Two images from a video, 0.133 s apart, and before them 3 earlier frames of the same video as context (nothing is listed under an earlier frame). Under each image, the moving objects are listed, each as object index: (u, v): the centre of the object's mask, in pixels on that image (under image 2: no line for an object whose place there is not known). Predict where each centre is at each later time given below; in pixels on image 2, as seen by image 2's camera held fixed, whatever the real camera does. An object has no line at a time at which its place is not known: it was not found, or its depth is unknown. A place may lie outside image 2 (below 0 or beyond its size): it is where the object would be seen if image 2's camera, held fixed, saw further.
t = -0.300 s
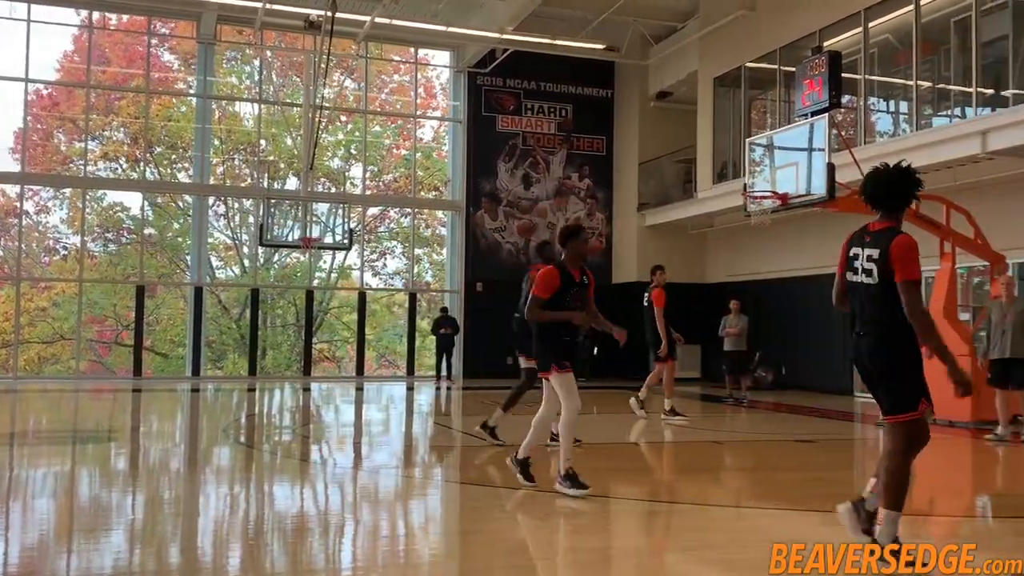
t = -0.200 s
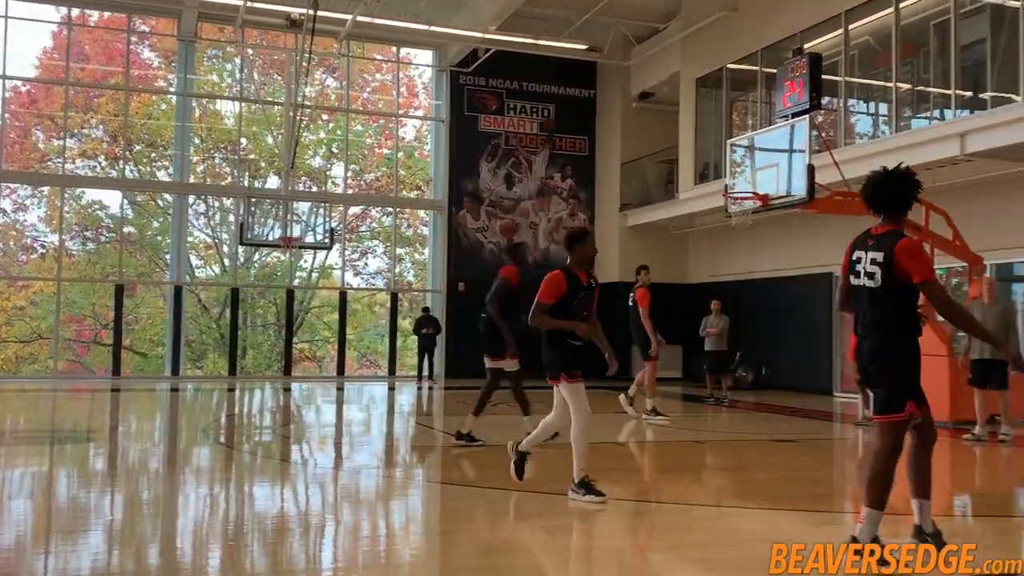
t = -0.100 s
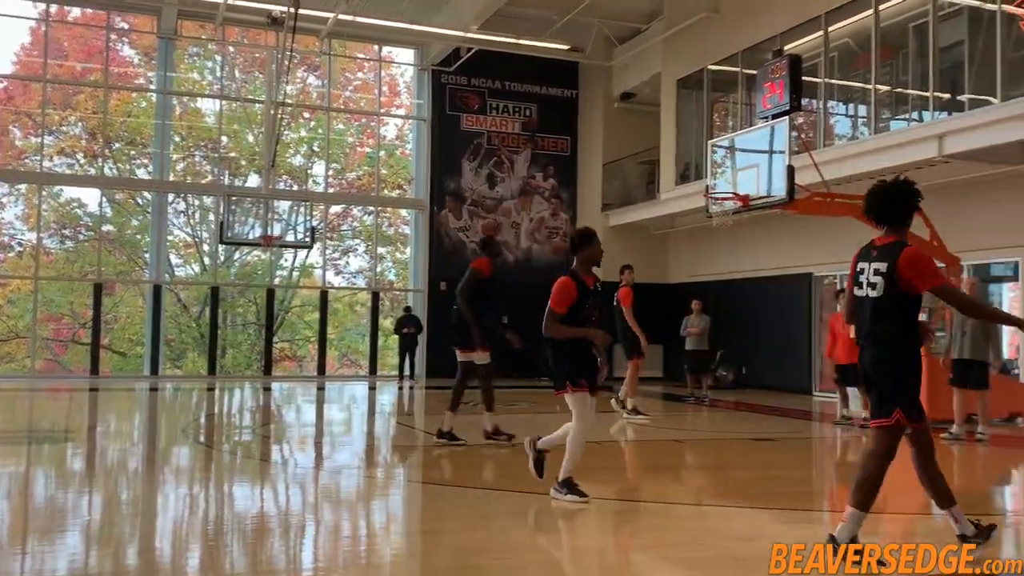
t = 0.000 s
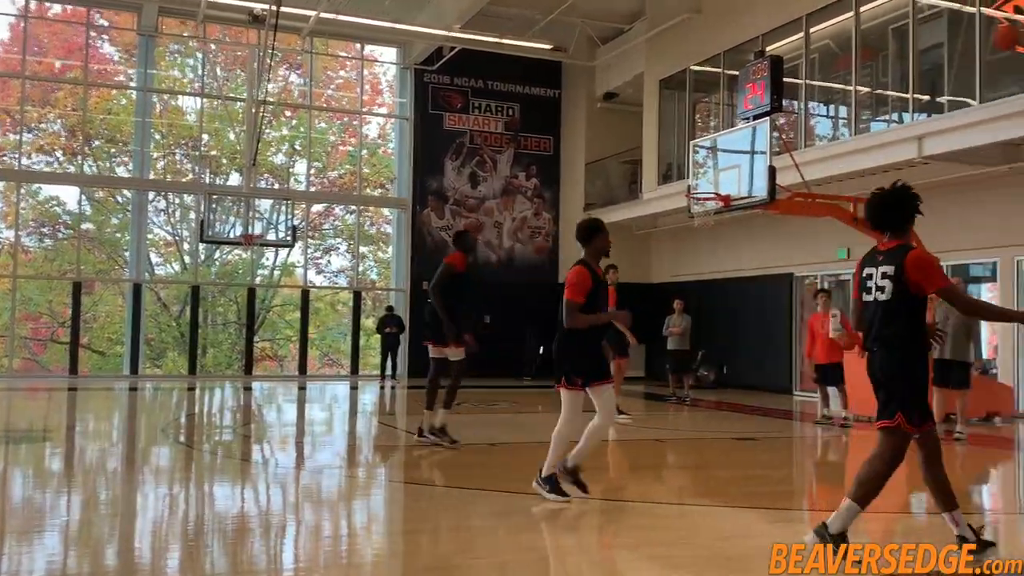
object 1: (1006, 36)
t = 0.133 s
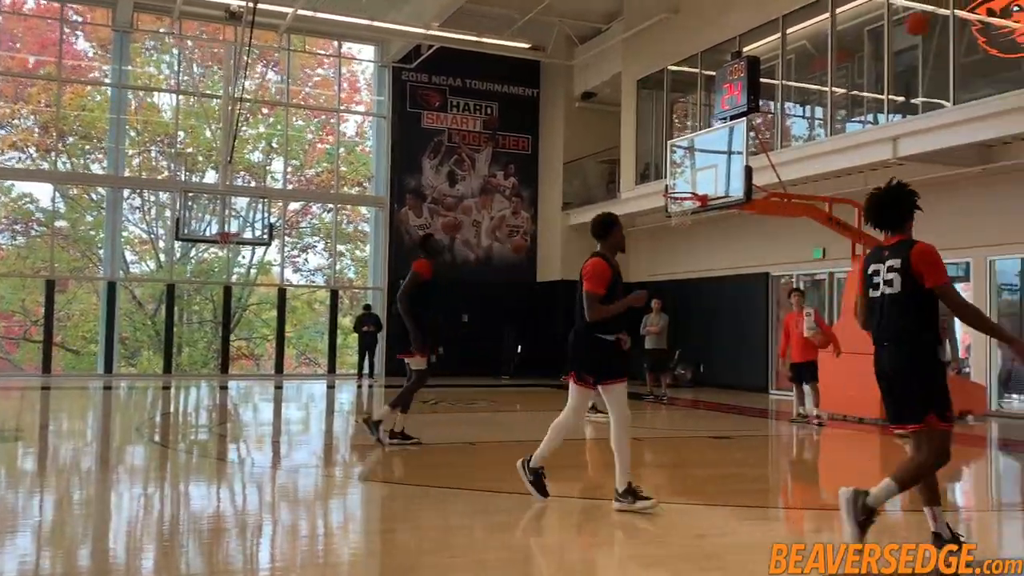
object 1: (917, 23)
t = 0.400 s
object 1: (811, 40)
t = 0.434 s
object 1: (798, 47)
